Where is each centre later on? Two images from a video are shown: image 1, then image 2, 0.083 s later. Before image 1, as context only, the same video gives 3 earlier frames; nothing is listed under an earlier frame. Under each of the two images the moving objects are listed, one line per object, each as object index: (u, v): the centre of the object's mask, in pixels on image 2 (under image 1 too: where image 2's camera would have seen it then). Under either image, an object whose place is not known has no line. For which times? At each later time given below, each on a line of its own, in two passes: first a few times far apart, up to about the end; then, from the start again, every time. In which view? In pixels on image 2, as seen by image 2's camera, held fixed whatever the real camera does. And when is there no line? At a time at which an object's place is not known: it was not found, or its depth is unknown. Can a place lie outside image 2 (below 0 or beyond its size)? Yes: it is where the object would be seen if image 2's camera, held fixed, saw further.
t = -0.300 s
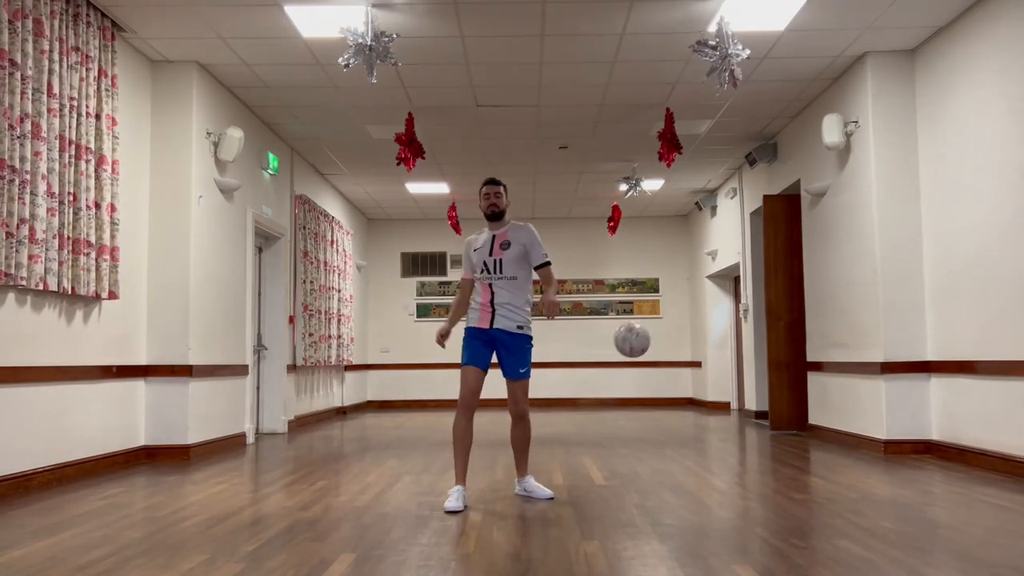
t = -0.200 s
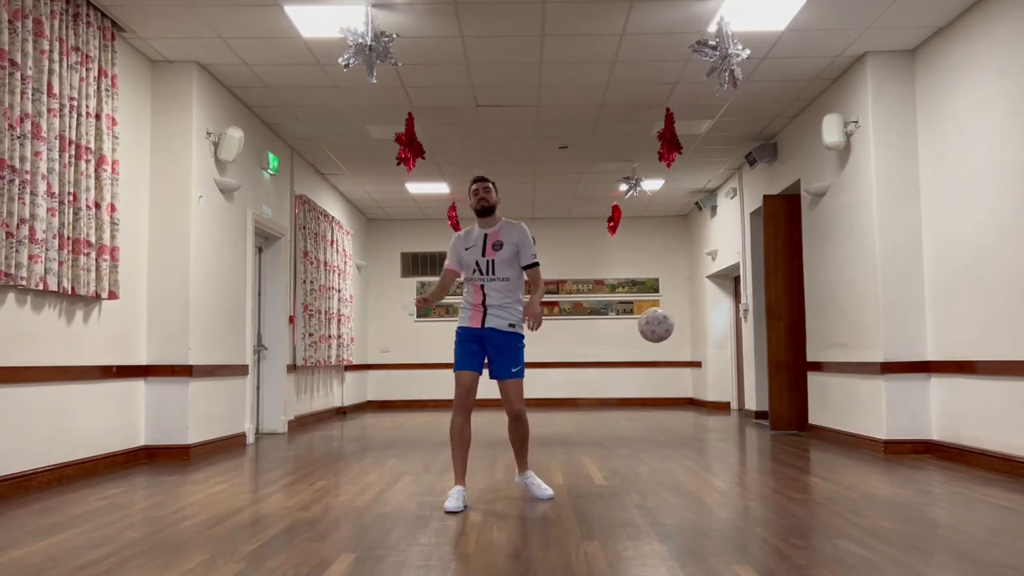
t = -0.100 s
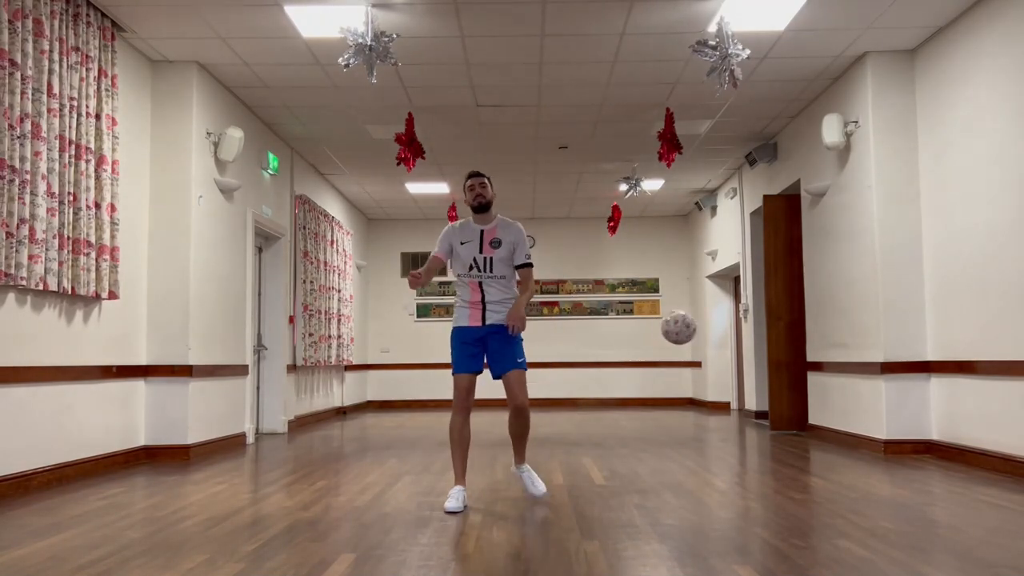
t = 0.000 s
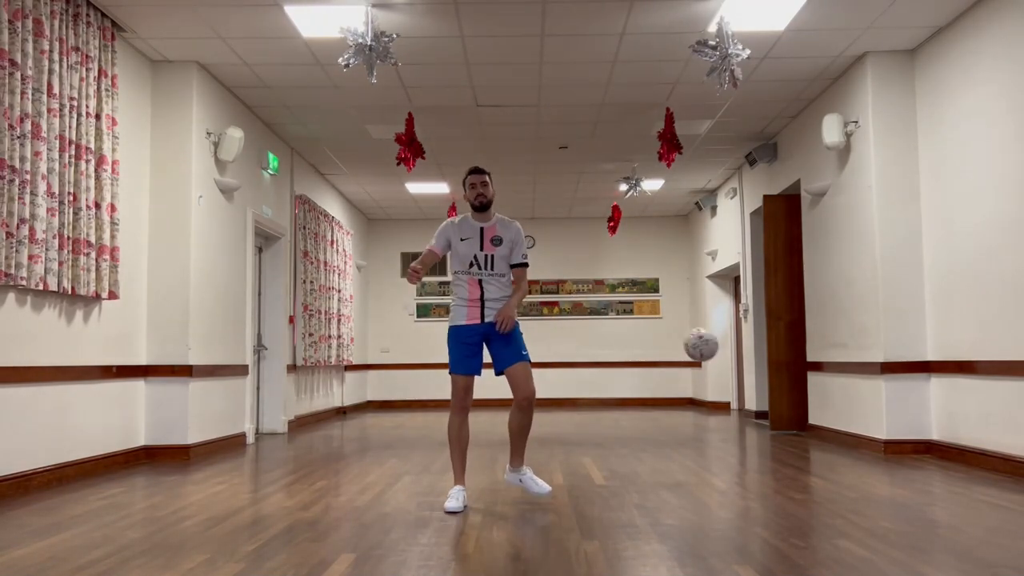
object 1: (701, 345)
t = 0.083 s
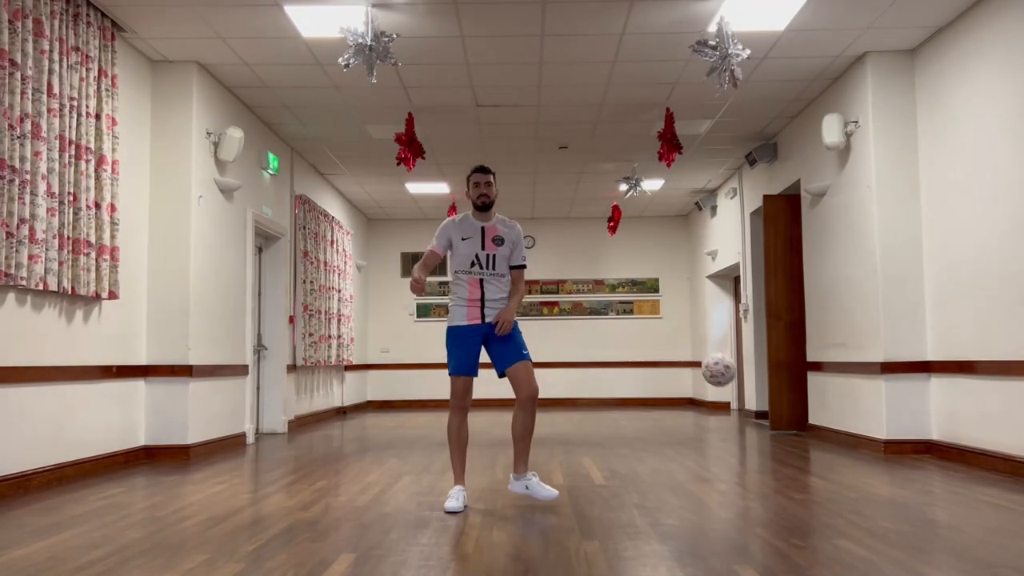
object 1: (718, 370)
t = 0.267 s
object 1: (758, 458)
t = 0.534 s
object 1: (795, 377)
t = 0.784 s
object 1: (828, 392)
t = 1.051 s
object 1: (859, 414)
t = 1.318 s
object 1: (833, 395)
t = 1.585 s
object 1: (800, 424)
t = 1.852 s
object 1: (790, 409)
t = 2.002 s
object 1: (786, 434)
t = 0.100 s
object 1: (723, 376)
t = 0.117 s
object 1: (726, 382)
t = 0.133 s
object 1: (729, 389)
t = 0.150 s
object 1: (733, 397)
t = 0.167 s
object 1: (737, 404)
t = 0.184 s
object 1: (740, 412)
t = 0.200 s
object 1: (744, 421)
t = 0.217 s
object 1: (748, 430)
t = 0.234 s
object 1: (751, 439)
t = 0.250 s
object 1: (754, 448)
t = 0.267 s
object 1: (758, 458)
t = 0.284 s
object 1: (760, 451)
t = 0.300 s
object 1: (763, 443)
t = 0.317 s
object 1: (765, 435)
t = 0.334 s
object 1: (768, 427)
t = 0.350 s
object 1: (770, 420)
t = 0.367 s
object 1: (772, 416)
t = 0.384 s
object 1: (774, 410)
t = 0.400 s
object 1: (777, 404)
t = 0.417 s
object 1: (779, 400)
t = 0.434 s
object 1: (781, 395)
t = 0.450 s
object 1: (784, 391)
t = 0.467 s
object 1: (785, 387)
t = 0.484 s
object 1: (788, 384)
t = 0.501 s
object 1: (790, 381)
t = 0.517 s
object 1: (792, 379)
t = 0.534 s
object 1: (795, 377)
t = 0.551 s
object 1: (797, 375)
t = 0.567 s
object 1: (799, 374)
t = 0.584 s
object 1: (801, 373)
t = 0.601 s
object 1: (803, 373)
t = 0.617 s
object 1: (806, 373)
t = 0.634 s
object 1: (808, 373)
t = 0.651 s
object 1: (810, 374)
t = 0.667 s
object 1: (813, 375)
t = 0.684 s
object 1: (815, 376)
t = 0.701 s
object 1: (817, 378)
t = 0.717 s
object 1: (819, 380)
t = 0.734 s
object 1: (821, 382)
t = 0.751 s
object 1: (824, 385)
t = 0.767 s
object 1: (826, 388)
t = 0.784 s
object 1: (828, 392)
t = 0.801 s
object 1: (830, 396)
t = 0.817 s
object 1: (833, 400)
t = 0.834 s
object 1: (835, 405)
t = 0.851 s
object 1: (837, 410)
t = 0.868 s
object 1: (840, 415)
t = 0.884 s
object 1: (842, 420)
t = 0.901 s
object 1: (844, 426)
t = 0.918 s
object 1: (846, 432)
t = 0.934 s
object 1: (848, 438)
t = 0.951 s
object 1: (850, 443)
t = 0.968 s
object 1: (852, 437)
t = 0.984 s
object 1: (853, 432)
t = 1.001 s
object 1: (855, 427)
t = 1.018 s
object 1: (857, 423)
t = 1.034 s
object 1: (858, 418)
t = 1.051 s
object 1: (859, 414)
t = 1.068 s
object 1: (861, 411)
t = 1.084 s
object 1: (862, 408)
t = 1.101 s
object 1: (864, 405)
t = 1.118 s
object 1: (864, 402)
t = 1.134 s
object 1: (861, 400)
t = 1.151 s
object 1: (858, 397)
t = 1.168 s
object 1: (856, 396)
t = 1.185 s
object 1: (853, 394)
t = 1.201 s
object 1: (850, 393)
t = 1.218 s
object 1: (848, 392)
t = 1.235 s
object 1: (845, 392)
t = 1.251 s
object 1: (843, 392)
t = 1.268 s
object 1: (840, 392)
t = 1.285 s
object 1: (837, 393)
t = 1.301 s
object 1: (835, 394)
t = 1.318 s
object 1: (833, 395)
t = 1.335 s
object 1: (830, 396)
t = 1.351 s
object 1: (828, 399)
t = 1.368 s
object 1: (825, 401)
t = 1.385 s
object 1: (823, 403)
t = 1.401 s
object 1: (820, 406)
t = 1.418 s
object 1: (818, 410)
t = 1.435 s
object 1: (815, 413)
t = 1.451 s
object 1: (813, 417)
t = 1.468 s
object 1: (811, 421)
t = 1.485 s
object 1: (809, 425)
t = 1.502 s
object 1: (806, 430)
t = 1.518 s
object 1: (804, 435)
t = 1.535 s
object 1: (803, 437)
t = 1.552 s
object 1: (802, 432)
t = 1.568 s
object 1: (801, 428)
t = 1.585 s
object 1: (800, 424)
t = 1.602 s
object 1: (799, 421)
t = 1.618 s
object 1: (799, 418)
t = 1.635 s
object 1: (798, 415)
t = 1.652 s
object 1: (797, 412)
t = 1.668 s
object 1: (796, 410)
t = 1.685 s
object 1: (796, 409)
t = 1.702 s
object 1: (795, 407)
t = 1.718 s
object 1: (795, 406)
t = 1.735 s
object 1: (794, 405)
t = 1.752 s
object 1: (793, 405)
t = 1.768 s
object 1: (793, 405)
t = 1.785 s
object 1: (792, 405)
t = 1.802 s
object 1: (792, 405)
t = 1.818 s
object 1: (791, 406)
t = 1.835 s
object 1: (791, 407)
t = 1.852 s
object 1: (790, 409)
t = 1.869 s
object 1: (790, 410)
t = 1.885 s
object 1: (789, 412)
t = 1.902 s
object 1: (789, 415)
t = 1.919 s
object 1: (788, 417)
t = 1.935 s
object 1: (788, 420)
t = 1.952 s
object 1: (787, 423)
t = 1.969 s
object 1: (787, 426)
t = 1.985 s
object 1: (786, 431)
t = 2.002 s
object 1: (786, 434)
